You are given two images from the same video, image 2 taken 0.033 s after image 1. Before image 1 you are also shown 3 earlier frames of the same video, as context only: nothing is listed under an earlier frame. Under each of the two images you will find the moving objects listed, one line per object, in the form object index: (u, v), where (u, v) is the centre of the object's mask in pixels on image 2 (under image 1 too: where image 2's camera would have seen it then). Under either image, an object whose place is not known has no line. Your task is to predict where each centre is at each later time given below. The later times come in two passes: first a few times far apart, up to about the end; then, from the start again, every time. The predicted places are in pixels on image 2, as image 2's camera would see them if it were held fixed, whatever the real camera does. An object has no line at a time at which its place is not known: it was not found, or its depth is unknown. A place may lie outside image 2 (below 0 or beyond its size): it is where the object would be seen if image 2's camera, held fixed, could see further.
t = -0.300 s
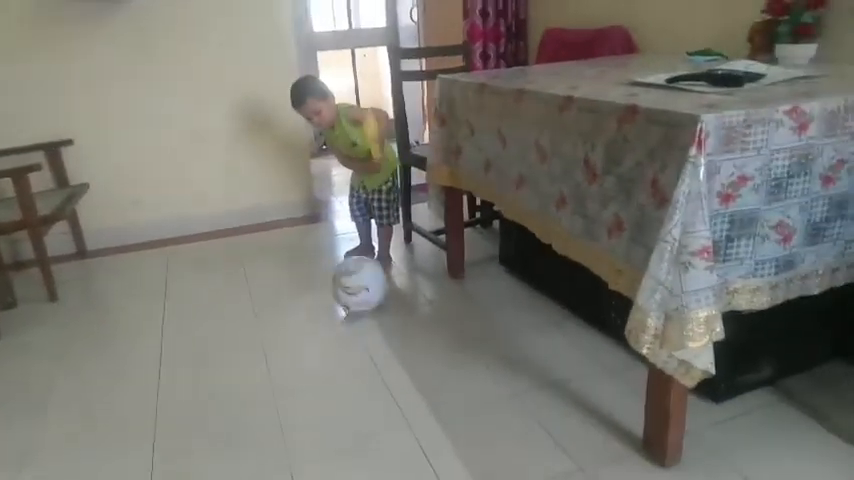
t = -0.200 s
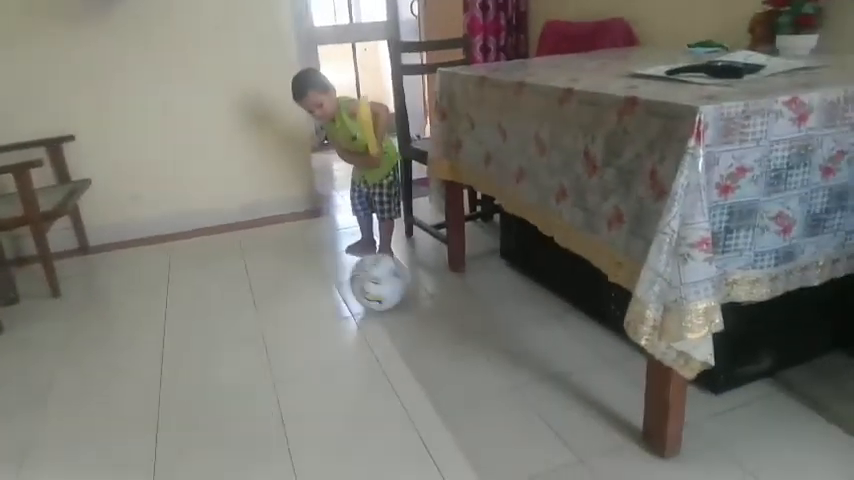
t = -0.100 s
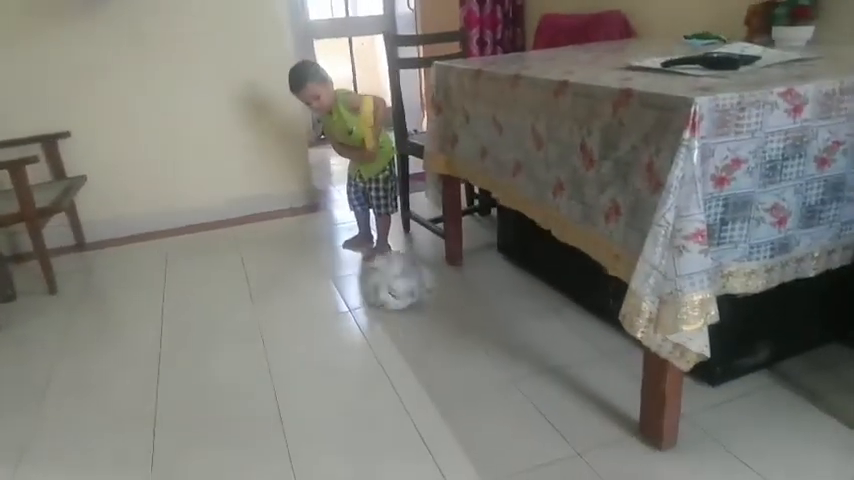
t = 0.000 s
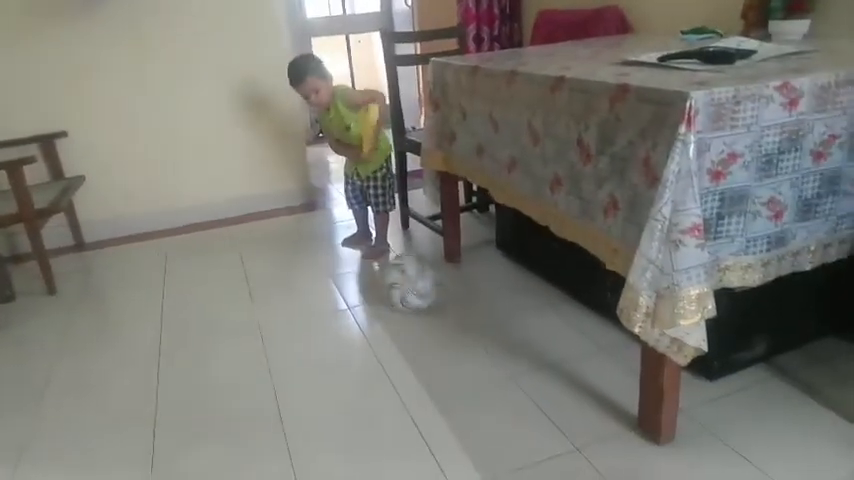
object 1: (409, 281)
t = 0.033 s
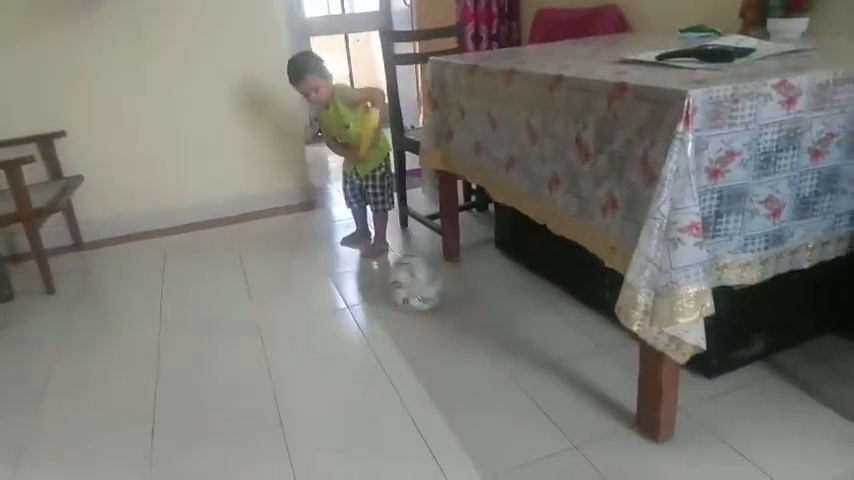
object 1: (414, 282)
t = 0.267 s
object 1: (463, 289)
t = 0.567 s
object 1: (532, 298)
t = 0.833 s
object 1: (588, 310)
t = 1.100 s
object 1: (595, 330)
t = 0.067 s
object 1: (423, 283)
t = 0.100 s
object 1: (430, 285)
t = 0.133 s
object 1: (434, 285)
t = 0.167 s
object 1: (442, 286)
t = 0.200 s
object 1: (450, 286)
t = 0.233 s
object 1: (455, 287)
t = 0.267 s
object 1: (463, 289)
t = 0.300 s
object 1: (468, 290)
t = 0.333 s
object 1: (478, 293)
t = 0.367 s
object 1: (486, 294)
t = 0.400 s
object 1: (492, 296)
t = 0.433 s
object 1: (500, 296)
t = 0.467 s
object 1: (510, 296)
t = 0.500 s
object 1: (518, 298)
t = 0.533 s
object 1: (527, 299)
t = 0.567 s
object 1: (532, 298)
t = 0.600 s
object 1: (537, 300)
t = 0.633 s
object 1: (544, 301)
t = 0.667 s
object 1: (552, 303)
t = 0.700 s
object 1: (561, 304)
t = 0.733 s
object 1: (567, 306)
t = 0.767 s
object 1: (575, 307)
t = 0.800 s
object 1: (582, 309)
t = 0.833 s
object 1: (588, 310)
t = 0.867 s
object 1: (589, 312)
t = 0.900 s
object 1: (590, 315)
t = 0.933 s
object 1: (591, 318)
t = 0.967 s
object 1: (592, 321)
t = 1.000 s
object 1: (592, 323)
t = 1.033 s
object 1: (593, 326)
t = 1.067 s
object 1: (594, 328)
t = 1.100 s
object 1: (595, 330)
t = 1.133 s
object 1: (597, 334)
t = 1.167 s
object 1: (598, 336)
